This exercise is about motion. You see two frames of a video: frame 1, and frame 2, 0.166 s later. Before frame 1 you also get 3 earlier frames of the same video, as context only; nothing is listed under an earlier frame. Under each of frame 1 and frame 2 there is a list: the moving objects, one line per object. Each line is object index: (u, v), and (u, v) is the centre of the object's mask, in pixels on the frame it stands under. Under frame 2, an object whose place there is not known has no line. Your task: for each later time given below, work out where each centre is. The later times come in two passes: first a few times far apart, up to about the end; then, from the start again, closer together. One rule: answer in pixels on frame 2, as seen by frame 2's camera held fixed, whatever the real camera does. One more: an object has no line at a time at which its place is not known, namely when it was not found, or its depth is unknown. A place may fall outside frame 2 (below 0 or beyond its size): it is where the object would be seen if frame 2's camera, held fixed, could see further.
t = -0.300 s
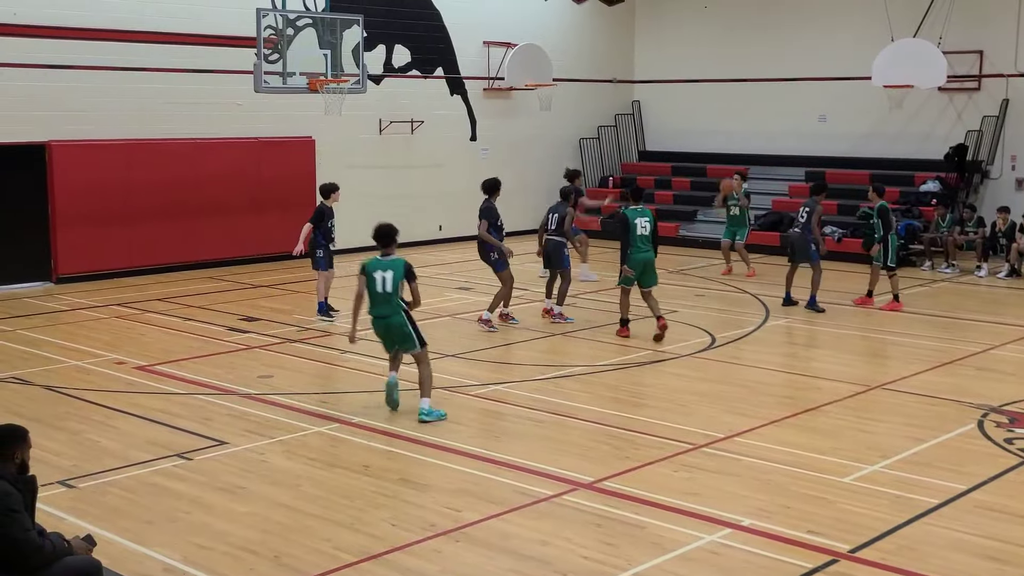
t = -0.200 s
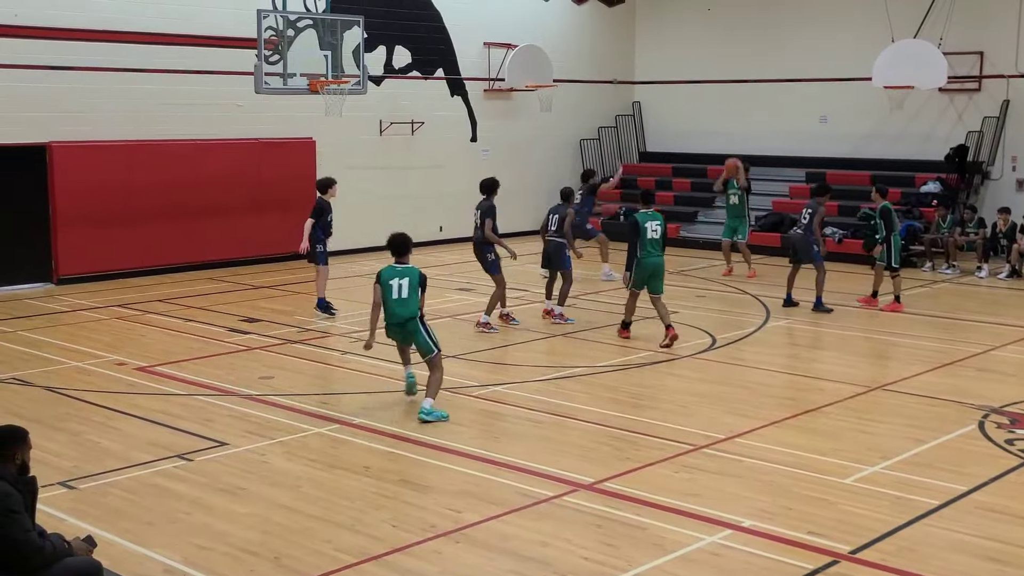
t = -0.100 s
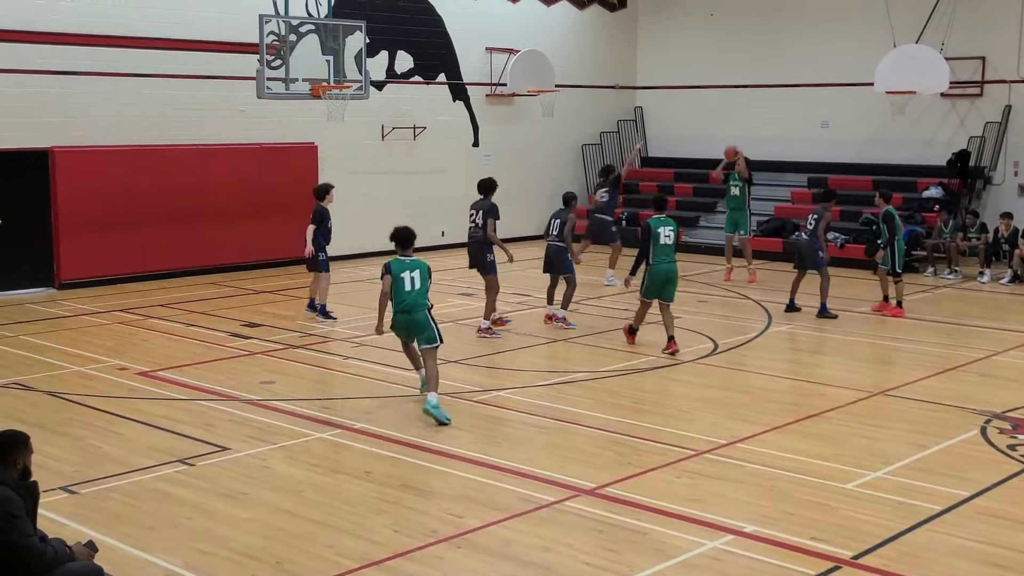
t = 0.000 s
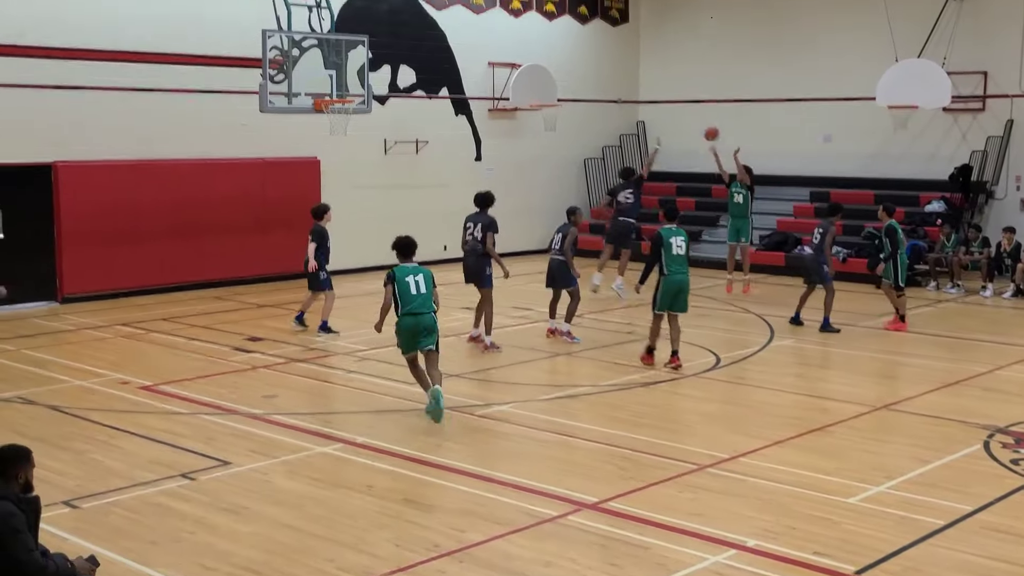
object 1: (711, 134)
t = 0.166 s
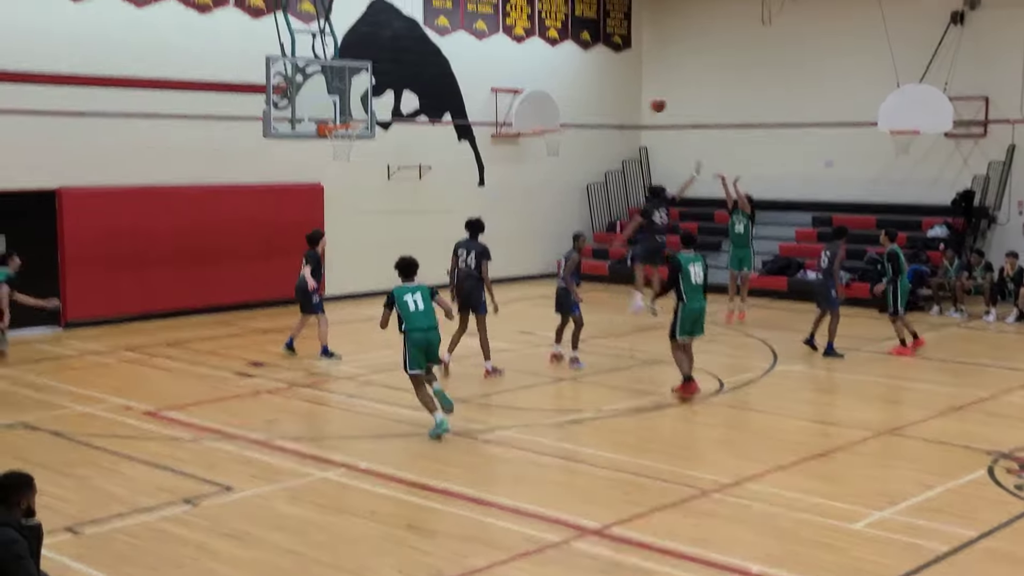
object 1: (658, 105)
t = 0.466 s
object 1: (554, 50)
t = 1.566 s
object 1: (271, 91)
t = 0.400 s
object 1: (577, 57)
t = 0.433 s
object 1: (566, 53)
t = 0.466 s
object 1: (554, 50)
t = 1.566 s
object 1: (271, 91)
